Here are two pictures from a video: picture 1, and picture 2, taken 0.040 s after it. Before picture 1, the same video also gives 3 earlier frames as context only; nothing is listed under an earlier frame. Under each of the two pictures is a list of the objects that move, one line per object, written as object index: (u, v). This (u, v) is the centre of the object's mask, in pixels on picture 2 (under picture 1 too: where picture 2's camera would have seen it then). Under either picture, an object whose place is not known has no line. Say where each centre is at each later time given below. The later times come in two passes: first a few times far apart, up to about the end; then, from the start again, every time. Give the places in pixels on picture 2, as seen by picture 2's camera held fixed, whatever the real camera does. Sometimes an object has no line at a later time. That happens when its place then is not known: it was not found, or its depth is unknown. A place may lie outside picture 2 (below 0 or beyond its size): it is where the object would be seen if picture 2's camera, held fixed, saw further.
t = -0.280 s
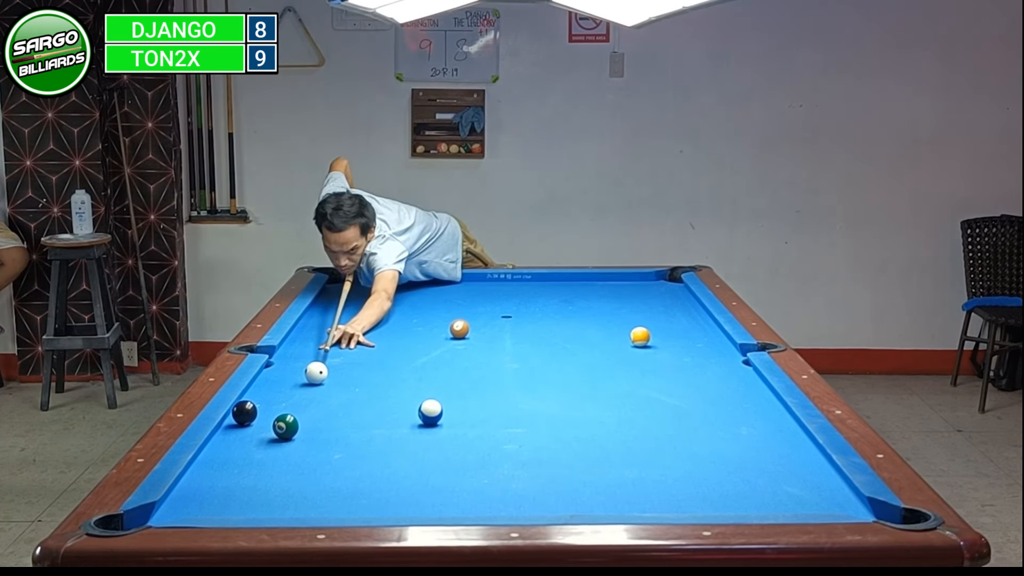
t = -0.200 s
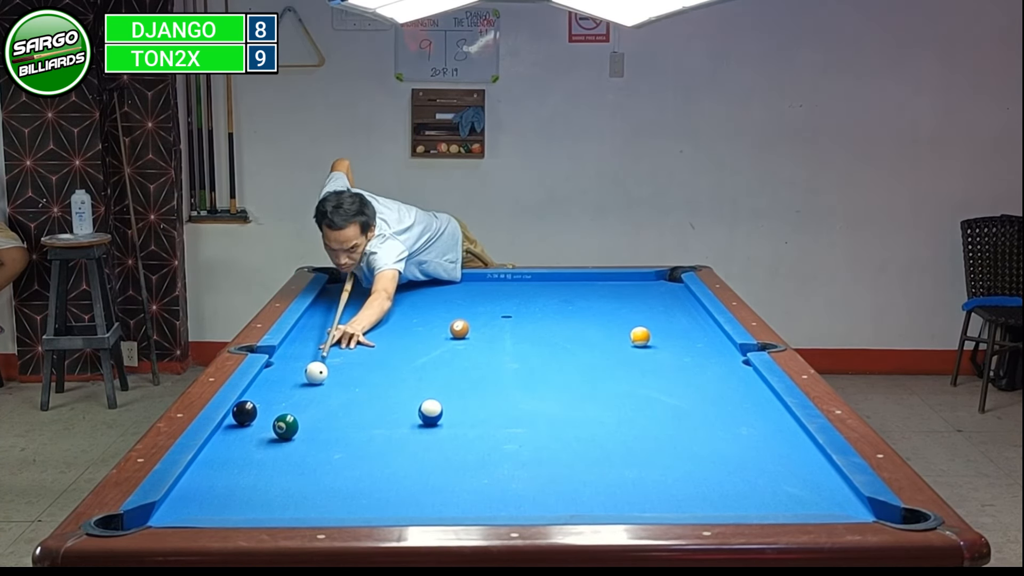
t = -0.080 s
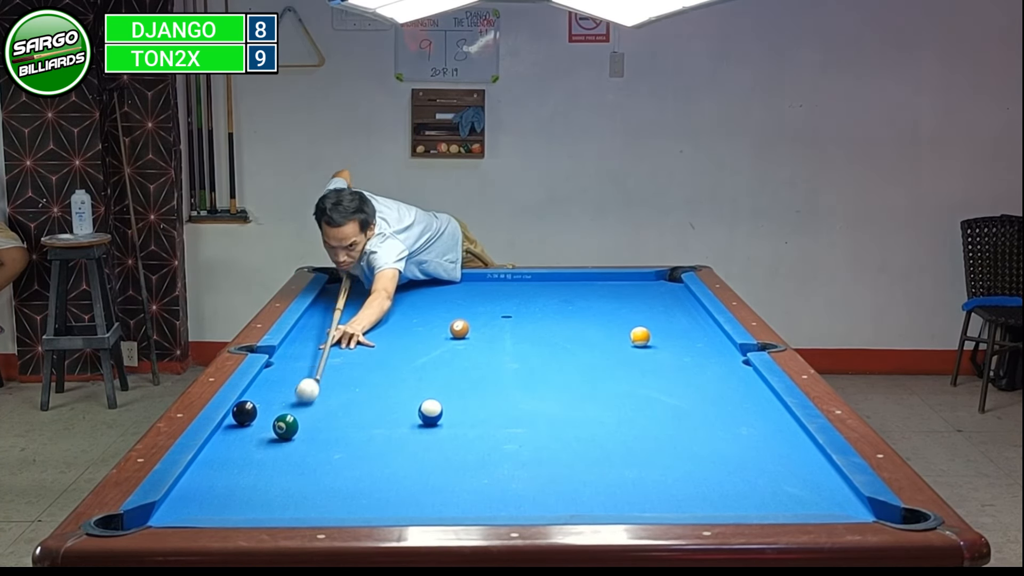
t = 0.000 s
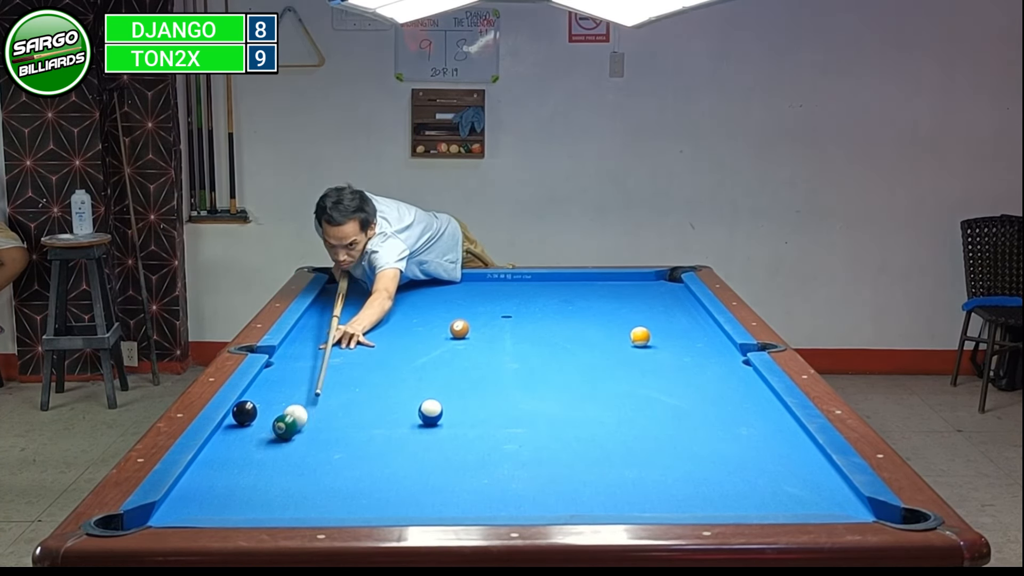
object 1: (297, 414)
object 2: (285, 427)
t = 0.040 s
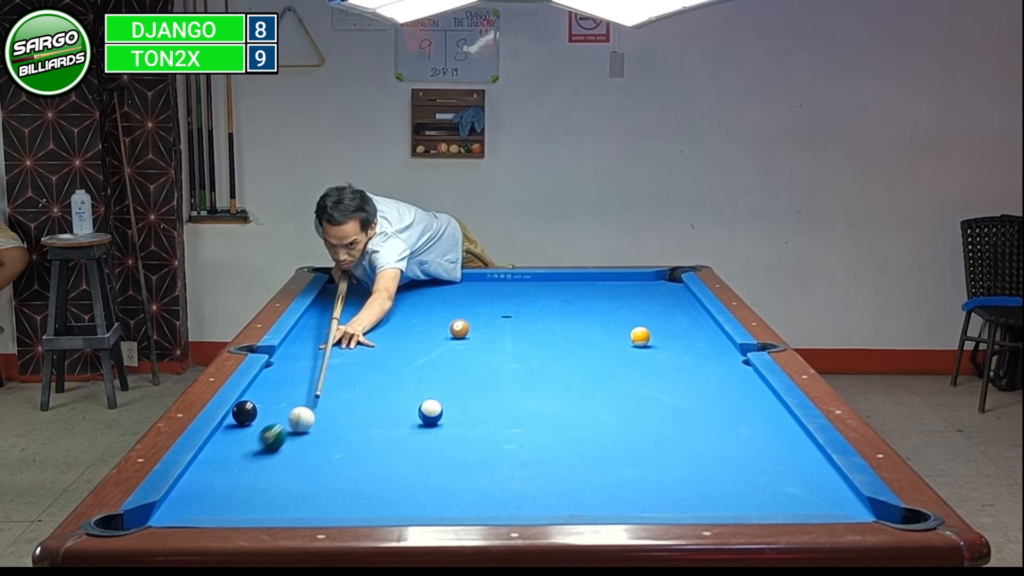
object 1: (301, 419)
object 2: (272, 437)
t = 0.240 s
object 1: (336, 431)
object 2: (187, 507)
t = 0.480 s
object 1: (369, 457)
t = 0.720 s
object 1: (407, 486)
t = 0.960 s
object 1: (455, 507)
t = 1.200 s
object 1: (520, 497)
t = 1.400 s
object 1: (570, 483)
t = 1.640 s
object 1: (623, 469)
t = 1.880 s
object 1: (671, 456)
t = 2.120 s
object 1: (717, 445)
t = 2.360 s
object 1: (756, 434)
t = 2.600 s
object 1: (790, 425)
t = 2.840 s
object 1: (763, 418)
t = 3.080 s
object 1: (737, 411)
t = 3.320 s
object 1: (716, 405)
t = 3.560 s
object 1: (696, 399)
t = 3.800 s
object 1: (678, 395)
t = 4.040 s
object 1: (660, 391)
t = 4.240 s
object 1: (649, 388)
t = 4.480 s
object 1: (635, 385)
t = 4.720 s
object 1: (623, 382)
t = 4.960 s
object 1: (613, 379)
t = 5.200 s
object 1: (605, 377)
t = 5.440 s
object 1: (598, 376)
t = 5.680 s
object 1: (593, 374)
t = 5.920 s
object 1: (588, 373)
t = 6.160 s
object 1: (586, 372)
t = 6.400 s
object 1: (584, 372)
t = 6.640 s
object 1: (584, 372)
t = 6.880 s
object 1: (584, 372)
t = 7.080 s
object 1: (584, 372)
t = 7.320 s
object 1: (584, 372)
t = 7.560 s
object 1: (584, 372)
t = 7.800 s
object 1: (584, 372)
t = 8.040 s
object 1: (584, 372)
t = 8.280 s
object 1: (584, 372)
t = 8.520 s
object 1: (584, 372)
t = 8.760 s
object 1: (584, 372)
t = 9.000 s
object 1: (584, 372)
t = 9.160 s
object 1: (584, 372)
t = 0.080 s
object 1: (308, 421)
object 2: (259, 449)
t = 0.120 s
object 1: (317, 423)
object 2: (238, 467)
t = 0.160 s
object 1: (323, 425)
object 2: (223, 480)
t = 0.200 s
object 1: (331, 429)
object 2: (201, 498)
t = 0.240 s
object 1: (336, 431)
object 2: (187, 507)
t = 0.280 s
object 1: (341, 435)
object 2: (170, 514)
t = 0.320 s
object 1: (348, 440)
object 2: (137, 519)
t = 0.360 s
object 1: (352, 444)
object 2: (129, 525)
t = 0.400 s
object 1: (357, 447)
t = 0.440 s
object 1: (364, 453)
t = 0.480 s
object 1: (369, 457)
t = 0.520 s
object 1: (377, 463)
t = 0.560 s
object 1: (382, 467)
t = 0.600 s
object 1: (388, 471)
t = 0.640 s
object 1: (396, 477)
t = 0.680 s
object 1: (401, 482)
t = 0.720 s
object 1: (407, 486)
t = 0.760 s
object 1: (415, 492)
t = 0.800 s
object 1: (421, 497)
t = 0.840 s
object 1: (430, 502)
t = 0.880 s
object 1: (436, 505)
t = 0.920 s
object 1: (442, 507)
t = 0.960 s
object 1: (455, 507)
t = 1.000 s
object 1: (465, 505)
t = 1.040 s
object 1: (474, 504)
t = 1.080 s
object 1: (489, 502)
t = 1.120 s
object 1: (498, 500)
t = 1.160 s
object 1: (511, 498)
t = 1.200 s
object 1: (520, 497)
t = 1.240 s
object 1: (529, 493)
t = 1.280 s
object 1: (541, 490)
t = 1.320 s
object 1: (550, 488)
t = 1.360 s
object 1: (558, 486)
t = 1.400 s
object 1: (570, 483)
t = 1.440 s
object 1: (578, 481)
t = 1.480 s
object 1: (590, 478)
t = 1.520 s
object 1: (597, 476)
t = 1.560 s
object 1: (605, 474)
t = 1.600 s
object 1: (616, 471)
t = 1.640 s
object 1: (623, 469)
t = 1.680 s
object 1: (630, 467)
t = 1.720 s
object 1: (641, 464)
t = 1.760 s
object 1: (648, 463)
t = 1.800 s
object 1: (658, 460)
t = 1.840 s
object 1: (665, 458)
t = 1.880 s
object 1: (671, 456)
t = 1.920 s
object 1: (681, 454)
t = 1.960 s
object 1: (687, 453)
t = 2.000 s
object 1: (693, 451)
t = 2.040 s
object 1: (702, 448)
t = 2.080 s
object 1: (708, 447)
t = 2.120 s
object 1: (717, 445)
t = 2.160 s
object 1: (723, 443)
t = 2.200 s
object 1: (729, 441)
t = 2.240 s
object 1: (737, 439)
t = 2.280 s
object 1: (743, 438)
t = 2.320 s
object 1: (748, 436)
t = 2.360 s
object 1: (756, 434)
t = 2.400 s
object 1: (762, 433)
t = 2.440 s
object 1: (769, 431)
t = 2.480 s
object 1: (774, 430)
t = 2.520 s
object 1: (779, 428)
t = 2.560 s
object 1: (787, 427)
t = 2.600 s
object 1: (790, 425)
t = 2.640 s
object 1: (786, 424)
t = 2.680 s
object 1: (780, 423)
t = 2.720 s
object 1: (776, 422)
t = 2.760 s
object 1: (770, 420)
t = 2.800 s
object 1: (767, 419)
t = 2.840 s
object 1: (763, 418)
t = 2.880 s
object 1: (758, 416)
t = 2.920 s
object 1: (754, 416)
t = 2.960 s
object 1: (750, 415)
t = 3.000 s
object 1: (745, 413)
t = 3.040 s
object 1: (742, 412)
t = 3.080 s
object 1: (737, 411)
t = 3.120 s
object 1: (734, 410)
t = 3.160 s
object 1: (731, 409)
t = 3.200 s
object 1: (726, 408)
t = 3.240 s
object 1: (723, 407)
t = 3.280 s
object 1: (720, 406)
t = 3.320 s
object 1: (716, 405)
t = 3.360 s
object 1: (713, 404)
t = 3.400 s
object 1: (708, 403)
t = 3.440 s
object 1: (705, 402)
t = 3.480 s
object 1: (702, 401)
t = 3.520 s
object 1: (698, 400)
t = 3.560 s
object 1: (696, 399)
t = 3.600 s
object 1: (693, 399)
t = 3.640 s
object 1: (689, 398)
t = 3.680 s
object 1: (686, 397)
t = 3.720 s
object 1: (682, 396)
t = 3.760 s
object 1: (680, 396)
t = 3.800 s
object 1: (678, 395)
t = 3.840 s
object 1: (674, 394)
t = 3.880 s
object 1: (672, 393)
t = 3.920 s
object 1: (669, 393)
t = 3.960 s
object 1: (666, 392)
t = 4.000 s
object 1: (663, 392)
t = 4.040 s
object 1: (660, 391)
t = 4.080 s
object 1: (658, 390)
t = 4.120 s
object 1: (656, 390)
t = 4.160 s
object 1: (652, 389)
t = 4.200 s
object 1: (651, 388)
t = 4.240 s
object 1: (649, 388)
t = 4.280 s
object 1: (646, 387)
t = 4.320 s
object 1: (644, 386)
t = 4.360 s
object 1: (641, 386)
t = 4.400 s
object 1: (639, 385)
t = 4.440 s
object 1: (637, 385)
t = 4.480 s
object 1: (635, 385)
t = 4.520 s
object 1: (633, 384)
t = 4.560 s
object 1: (631, 384)
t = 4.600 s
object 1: (629, 383)
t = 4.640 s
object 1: (627, 383)
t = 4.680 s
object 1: (625, 382)
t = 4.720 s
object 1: (623, 382)
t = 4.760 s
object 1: (622, 381)
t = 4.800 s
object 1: (619, 381)
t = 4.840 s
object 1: (618, 380)
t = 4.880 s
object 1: (617, 380)
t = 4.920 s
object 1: (614, 379)
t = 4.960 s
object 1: (613, 379)
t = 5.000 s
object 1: (611, 379)
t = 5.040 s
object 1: (610, 378)
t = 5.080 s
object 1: (609, 378)
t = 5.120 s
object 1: (607, 378)
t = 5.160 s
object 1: (606, 378)
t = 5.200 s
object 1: (605, 377)
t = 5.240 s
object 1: (603, 377)
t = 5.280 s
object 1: (602, 377)
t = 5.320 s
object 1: (601, 376)
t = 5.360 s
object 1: (600, 376)
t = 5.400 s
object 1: (599, 376)
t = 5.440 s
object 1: (598, 376)
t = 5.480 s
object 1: (597, 375)
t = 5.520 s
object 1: (596, 375)
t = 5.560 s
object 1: (595, 375)
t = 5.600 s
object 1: (594, 375)
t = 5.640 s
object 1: (593, 374)
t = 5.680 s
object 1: (593, 374)
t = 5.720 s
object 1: (592, 374)
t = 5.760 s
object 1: (591, 374)
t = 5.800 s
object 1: (591, 373)
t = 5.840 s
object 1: (590, 373)
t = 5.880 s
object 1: (589, 373)
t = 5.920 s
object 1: (588, 373)
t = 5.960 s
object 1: (588, 373)
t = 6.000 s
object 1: (587, 373)
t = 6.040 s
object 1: (587, 373)
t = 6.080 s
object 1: (586, 372)
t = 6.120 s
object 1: (586, 372)
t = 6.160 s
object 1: (586, 372)
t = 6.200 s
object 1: (585, 372)
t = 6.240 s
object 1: (585, 372)
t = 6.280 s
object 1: (585, 372)
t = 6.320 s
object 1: (585, 372)
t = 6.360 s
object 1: (584, 372)
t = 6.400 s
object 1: (584, 372)
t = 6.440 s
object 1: (584, 372)
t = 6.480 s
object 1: (583, 372)
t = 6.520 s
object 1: (583, 372)
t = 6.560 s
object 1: (583, 372)
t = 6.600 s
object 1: (584, 372)
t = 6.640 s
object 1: (584, 372)
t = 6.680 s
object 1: (584, 372)
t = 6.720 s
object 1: (584, 372)
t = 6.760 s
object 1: (584, 372)
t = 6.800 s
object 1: (584, 372)
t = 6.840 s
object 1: (584, 372)
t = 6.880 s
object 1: (584, 372)
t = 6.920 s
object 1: (584, 372)
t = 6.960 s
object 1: (584, 372)
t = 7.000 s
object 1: (584, 372)
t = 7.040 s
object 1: (584, 372)
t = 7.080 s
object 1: (584, 372)
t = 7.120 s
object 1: (584, 372)
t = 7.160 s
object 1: (584, 372)
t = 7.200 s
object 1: (584, 372)
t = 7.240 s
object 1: (584, 372)
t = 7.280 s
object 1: (584, 372)
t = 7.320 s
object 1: (584, 372)
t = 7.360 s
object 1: (584, 372)
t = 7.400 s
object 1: (584, 372)
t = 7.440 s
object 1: (584, 372)
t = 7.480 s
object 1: (584, 372)
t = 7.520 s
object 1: (584, 372)
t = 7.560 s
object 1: (584, 372)
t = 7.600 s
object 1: (584, 372)
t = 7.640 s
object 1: (584, 372)
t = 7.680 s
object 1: (584, 372)
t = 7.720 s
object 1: (584, 372)
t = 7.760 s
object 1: (584, 372)
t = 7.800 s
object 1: (584, 372)
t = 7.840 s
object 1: (584, 372)
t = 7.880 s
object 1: (584, 372)
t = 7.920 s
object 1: (584, 372)
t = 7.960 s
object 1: (584, 372)
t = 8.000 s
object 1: (584, 372)
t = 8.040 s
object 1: (584, 372)
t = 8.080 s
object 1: (584, 372)
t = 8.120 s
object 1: (584, 372)
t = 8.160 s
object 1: (584, 372)
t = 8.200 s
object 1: (584, 372)
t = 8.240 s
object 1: (584, 372)
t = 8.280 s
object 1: (584, 372)
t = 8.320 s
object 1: (584, 372)
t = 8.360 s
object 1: (584, 372)
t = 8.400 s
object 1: (584, 372)
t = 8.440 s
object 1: (584, 372)
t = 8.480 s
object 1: (584, 372)
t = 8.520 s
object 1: (584, 372)
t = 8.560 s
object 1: (584, 372)
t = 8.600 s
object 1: (584, 372)
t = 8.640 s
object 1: (584, 372)
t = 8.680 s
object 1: (584, 372)
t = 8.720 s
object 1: (584, 372)
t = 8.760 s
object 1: (584, 372)
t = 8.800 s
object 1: (584, 372)
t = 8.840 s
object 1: (584, 372)
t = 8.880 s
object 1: (584, 372)
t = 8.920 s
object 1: (584, 372)
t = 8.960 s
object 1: (584, 372)
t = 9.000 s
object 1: (584, 372)
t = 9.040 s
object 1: (584, 372)
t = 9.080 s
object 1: (584, 372)
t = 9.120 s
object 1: (584, 372)
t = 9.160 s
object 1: (584, 372)
